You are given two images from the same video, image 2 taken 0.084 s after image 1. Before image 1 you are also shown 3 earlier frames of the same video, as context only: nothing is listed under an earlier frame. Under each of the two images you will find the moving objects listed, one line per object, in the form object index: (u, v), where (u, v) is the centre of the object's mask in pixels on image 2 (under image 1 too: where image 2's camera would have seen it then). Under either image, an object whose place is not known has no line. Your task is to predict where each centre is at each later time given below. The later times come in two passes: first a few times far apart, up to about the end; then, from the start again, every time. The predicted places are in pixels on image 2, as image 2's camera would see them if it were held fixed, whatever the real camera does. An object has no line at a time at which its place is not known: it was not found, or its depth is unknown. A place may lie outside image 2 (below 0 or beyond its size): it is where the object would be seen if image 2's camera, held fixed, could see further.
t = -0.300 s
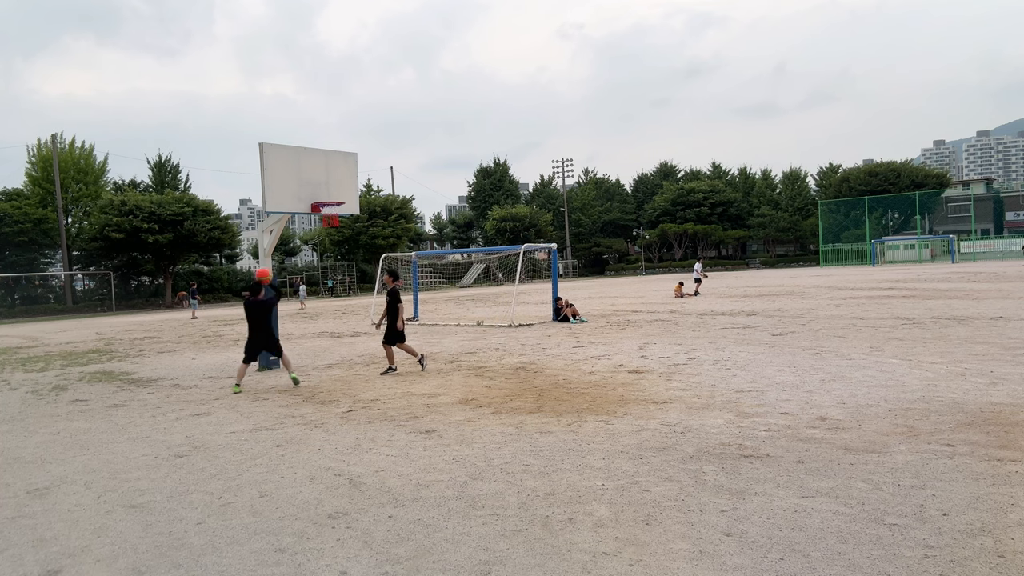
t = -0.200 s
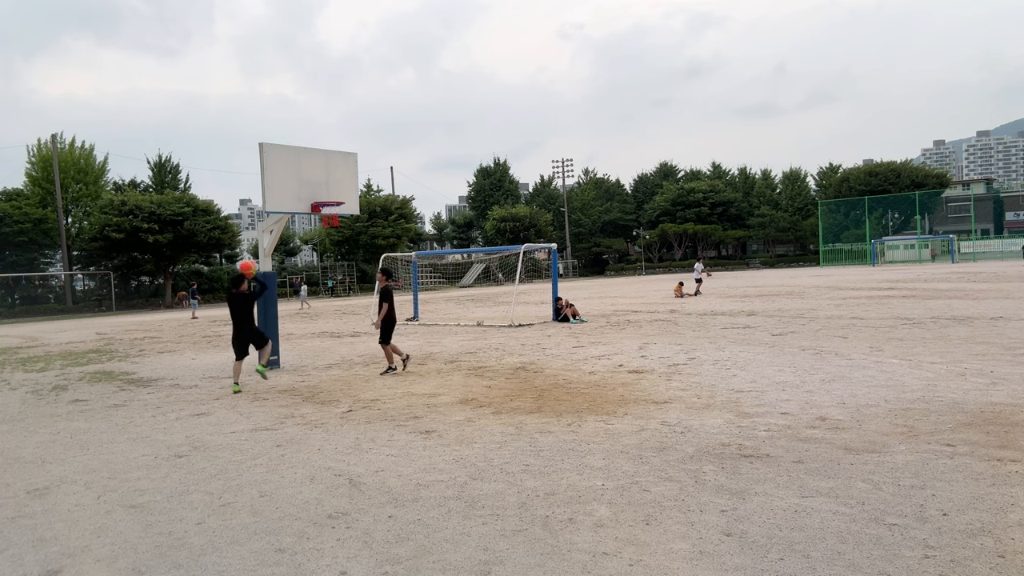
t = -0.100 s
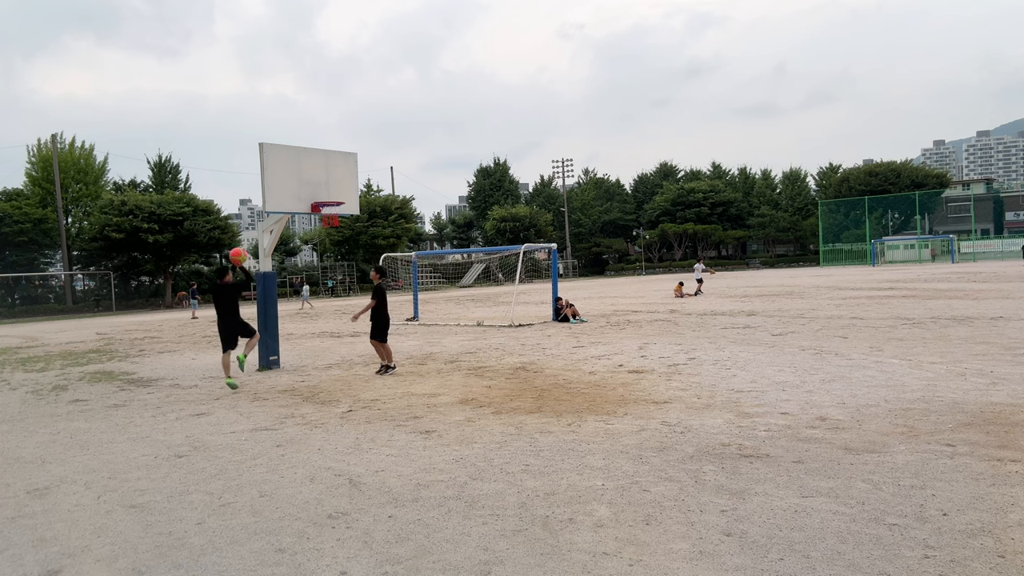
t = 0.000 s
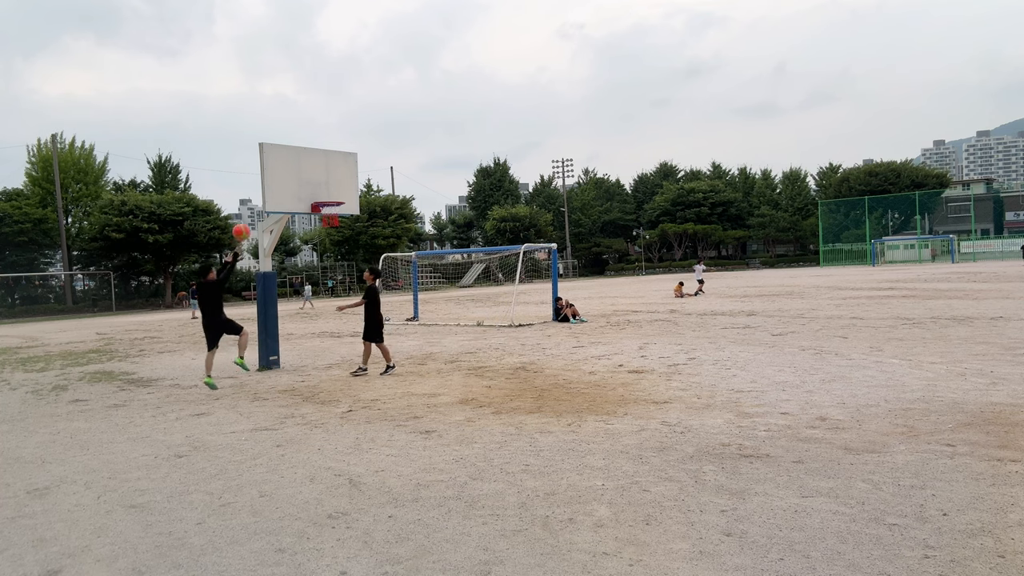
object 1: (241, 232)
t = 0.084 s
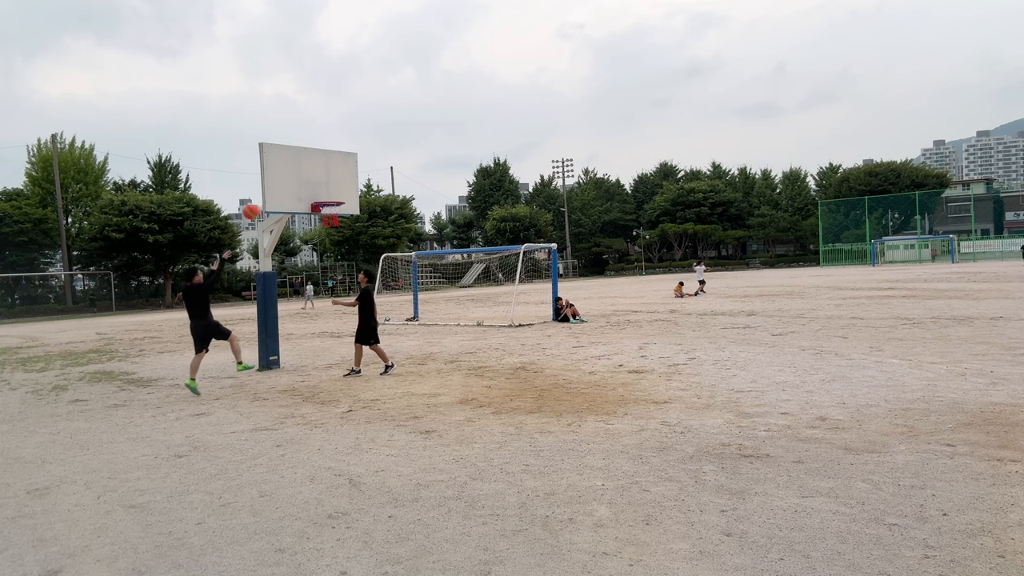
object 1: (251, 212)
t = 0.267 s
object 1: (272, 185)
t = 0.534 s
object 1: (302, 185)
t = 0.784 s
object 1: (321, 187)
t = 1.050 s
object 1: (332, 197)
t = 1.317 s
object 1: (327, 213)
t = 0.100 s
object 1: (253, 208)
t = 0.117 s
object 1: (254, 205)
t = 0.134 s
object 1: (257, 202)
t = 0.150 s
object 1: (259, 199)
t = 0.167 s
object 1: (261, 196)
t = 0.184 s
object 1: (263, 193)
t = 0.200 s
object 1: (264, 191)
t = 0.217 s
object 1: (267, 189)
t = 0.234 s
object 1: (268, 187)
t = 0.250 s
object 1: (270, 186)
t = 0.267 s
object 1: (272, 185)
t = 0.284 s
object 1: (274, 183)
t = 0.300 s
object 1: (276, 182)
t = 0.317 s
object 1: (278, 181)
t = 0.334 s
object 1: (280, 180)
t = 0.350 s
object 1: (281, 180)
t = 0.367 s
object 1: (283, 179)
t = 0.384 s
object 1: (285, 179)
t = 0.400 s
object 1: (287, 179)
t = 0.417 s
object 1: (289, 179)
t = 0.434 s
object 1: (291, 180)
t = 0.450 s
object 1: (293, 180)
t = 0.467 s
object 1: (295, 181)
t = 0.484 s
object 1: (297, 181)
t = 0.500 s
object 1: (299, 182)
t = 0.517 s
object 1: (301, 183)
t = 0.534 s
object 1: (302, 185)
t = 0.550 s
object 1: (305, 186)
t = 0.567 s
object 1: (307, 188)
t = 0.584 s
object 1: (308, 190)
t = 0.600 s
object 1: (310, 192)
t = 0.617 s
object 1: (312, 194)
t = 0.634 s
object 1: (313, 195)
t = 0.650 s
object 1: (314, 193)
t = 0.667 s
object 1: (315, 192)
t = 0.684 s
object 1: (316, 191)
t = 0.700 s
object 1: (317, 190)
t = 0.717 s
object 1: (317, 189)
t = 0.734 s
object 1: (318, 188)
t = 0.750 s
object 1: (319, 188)
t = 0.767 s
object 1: (320, 187)
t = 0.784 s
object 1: (321, 187)
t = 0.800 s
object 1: (322, 187)
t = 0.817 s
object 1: (323, 187)
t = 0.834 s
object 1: (324, 188)
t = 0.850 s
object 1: (324, 188)
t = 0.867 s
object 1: (325, 189)
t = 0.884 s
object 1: (326, 189)
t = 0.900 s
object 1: (327, 191)
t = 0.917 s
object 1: (328, 192)
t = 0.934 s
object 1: (329, 193)
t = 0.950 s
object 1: (330, 194)
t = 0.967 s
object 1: (331, 195)
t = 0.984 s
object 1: (332, 197)
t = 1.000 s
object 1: (333, 197)
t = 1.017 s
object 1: (332, 197)
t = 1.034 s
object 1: (332, 197)
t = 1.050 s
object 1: (332, 197)
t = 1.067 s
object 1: (332, 197)
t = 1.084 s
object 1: (331, 197)
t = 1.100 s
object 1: (331, 197)
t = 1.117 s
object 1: (331, 198)
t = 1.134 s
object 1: (330, 198)
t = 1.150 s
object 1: (330, 198)
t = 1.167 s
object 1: (330, 200)
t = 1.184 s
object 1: (330, 199)
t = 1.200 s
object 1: (329, 199)
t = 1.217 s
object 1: (329, 200)
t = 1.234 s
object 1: (327, 203)
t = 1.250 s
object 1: (326, 204)
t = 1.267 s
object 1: (327, 207)
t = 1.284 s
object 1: (327, 208)
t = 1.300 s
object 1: (327, 209)
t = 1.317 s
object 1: (327, 213)
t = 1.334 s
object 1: (328, 216)
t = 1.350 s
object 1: (326, 217)
